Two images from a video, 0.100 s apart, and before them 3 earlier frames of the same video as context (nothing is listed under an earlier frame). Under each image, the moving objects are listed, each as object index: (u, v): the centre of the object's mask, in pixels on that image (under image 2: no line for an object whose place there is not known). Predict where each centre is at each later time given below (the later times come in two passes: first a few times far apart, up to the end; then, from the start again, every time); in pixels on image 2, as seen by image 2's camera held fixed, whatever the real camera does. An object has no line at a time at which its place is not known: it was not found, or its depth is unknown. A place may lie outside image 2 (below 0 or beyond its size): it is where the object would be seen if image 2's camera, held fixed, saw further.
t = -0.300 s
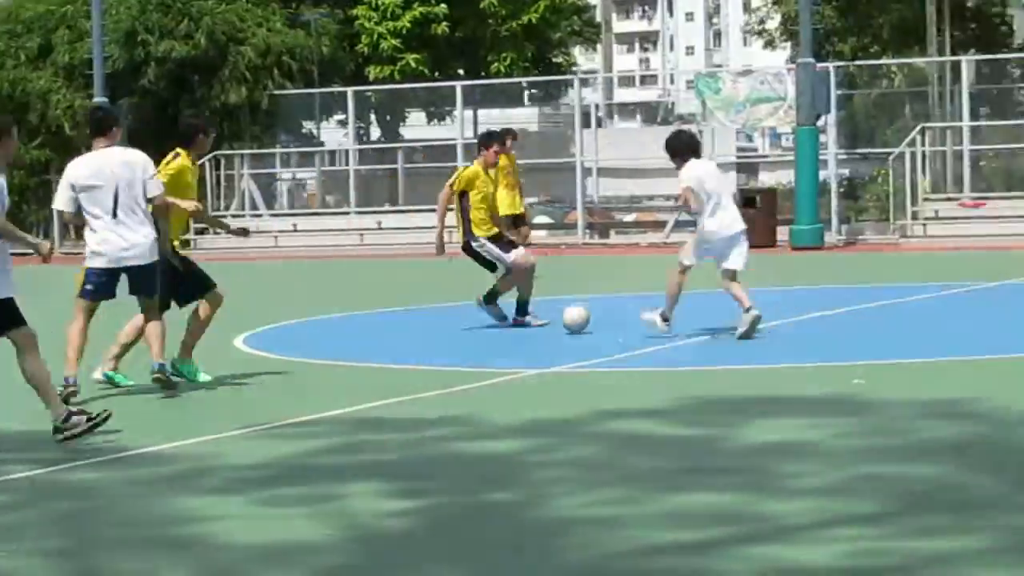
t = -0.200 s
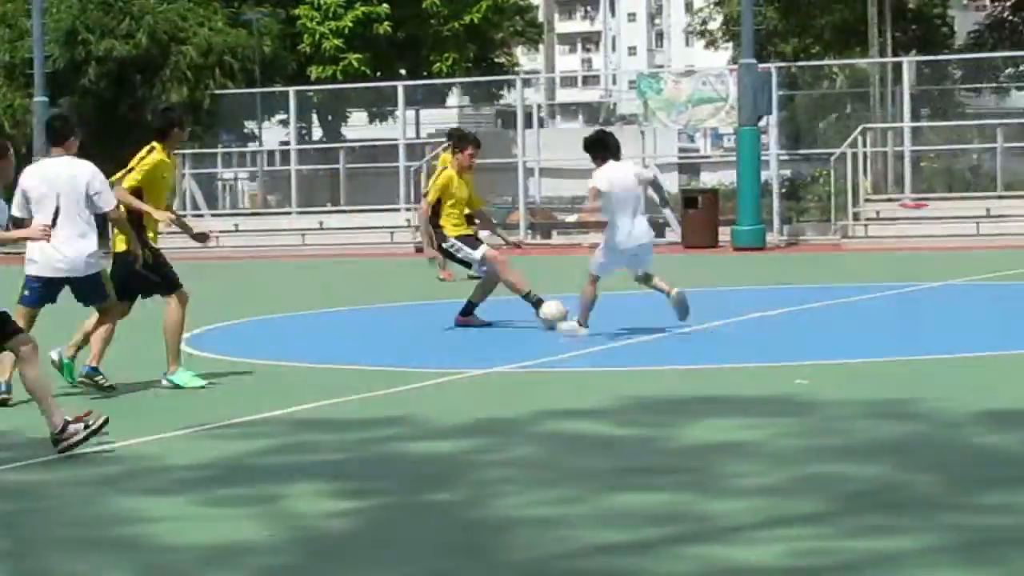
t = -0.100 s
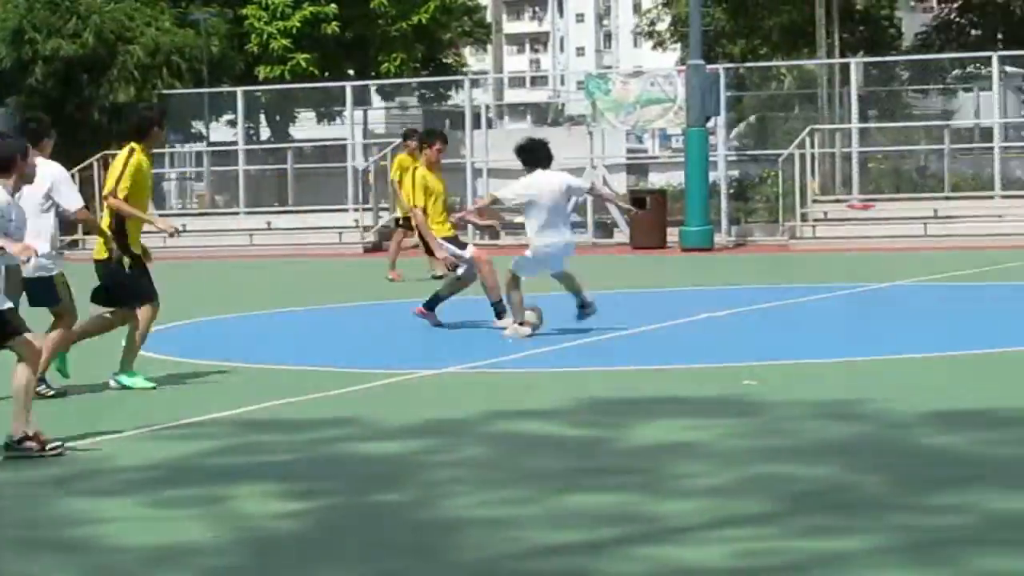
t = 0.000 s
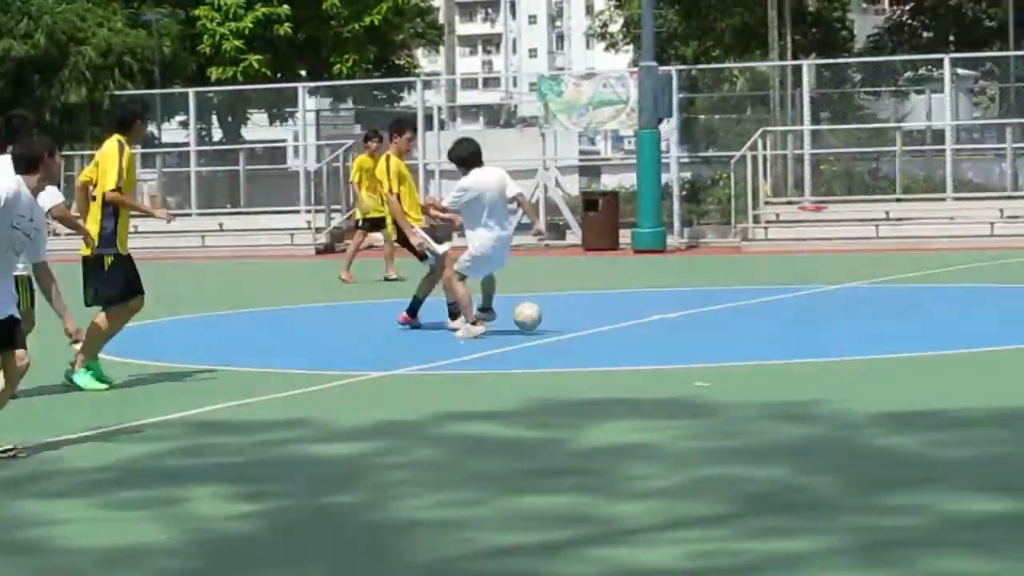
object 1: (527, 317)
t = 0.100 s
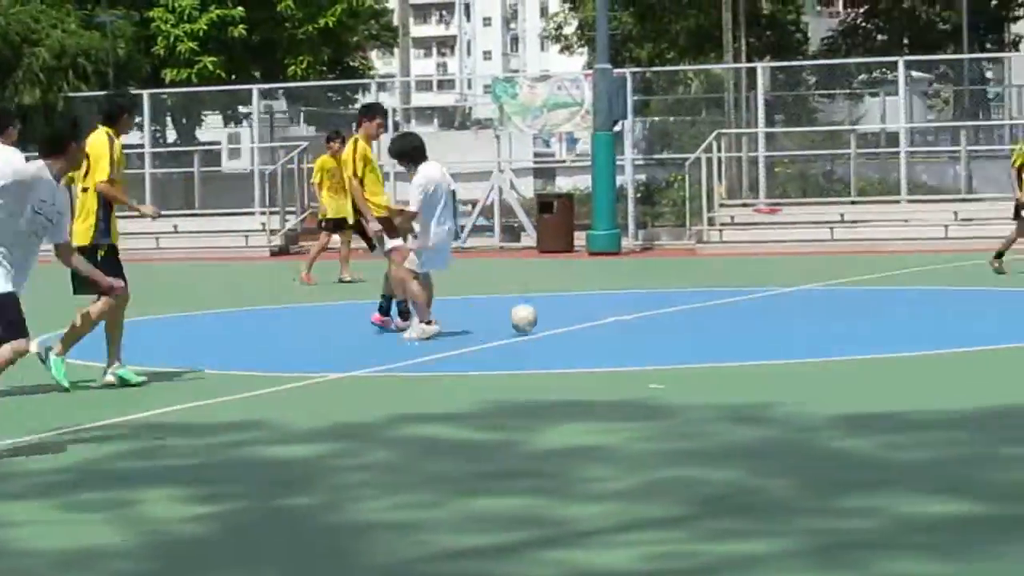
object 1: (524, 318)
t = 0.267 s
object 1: (581, 317)
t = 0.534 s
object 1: (668, 314)
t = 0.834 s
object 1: (762, 310)
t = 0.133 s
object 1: (536, 318)
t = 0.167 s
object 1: (547, 318)
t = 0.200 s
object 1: (559, 320)
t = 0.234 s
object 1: (571, 318)
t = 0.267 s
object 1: (581, 317)
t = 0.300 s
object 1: (592, 318)
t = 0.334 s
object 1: (603, 317)
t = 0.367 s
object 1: (613, 316)
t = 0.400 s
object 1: (624, 317)
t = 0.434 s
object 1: (635, 316)
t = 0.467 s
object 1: (646, 315)
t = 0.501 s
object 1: (657, 314)
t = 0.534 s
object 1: (668, 314)
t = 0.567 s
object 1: (678, 314)
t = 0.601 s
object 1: (688, 313)
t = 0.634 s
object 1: (699, 313)
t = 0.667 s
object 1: (710, 312)
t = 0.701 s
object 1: (720, 312)
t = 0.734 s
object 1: (731, 311)
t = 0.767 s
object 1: (741, 311)
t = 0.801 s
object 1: (751, 310)
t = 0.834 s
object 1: (762, 310)
